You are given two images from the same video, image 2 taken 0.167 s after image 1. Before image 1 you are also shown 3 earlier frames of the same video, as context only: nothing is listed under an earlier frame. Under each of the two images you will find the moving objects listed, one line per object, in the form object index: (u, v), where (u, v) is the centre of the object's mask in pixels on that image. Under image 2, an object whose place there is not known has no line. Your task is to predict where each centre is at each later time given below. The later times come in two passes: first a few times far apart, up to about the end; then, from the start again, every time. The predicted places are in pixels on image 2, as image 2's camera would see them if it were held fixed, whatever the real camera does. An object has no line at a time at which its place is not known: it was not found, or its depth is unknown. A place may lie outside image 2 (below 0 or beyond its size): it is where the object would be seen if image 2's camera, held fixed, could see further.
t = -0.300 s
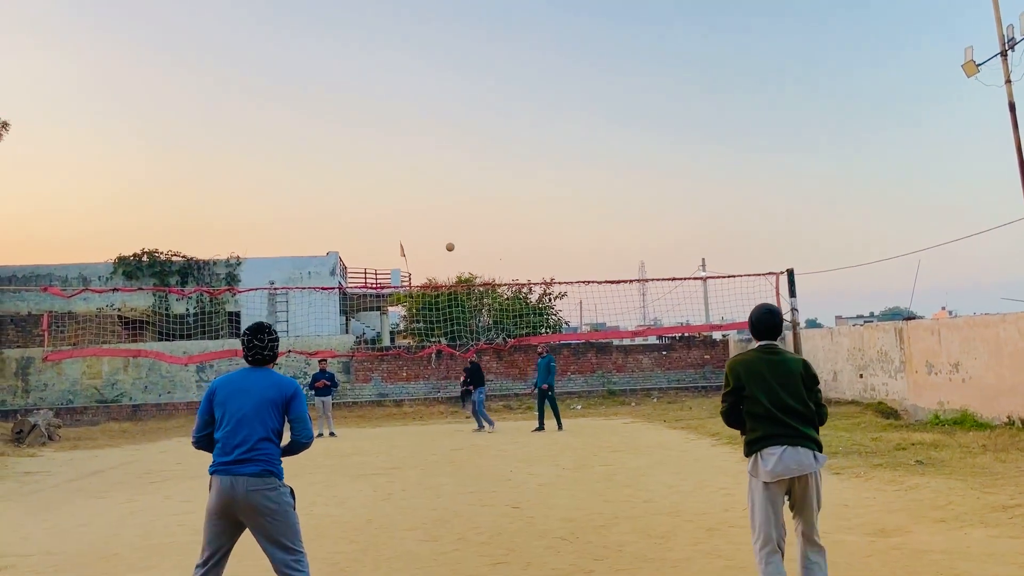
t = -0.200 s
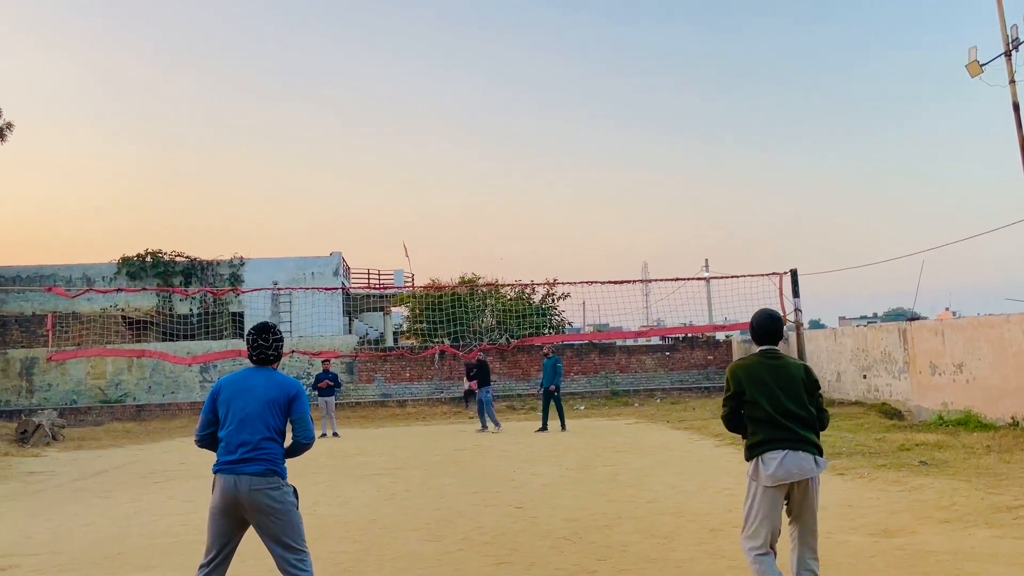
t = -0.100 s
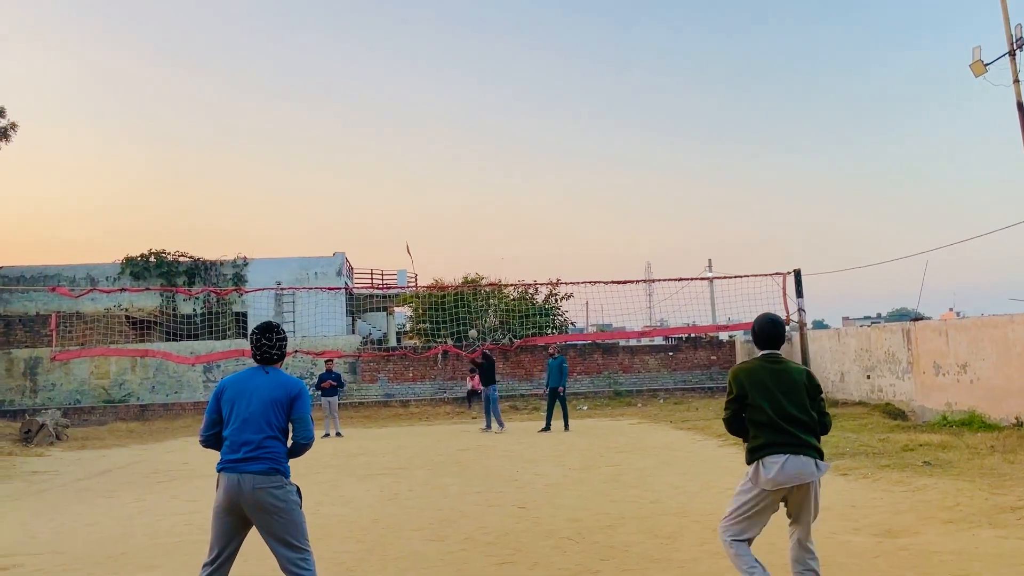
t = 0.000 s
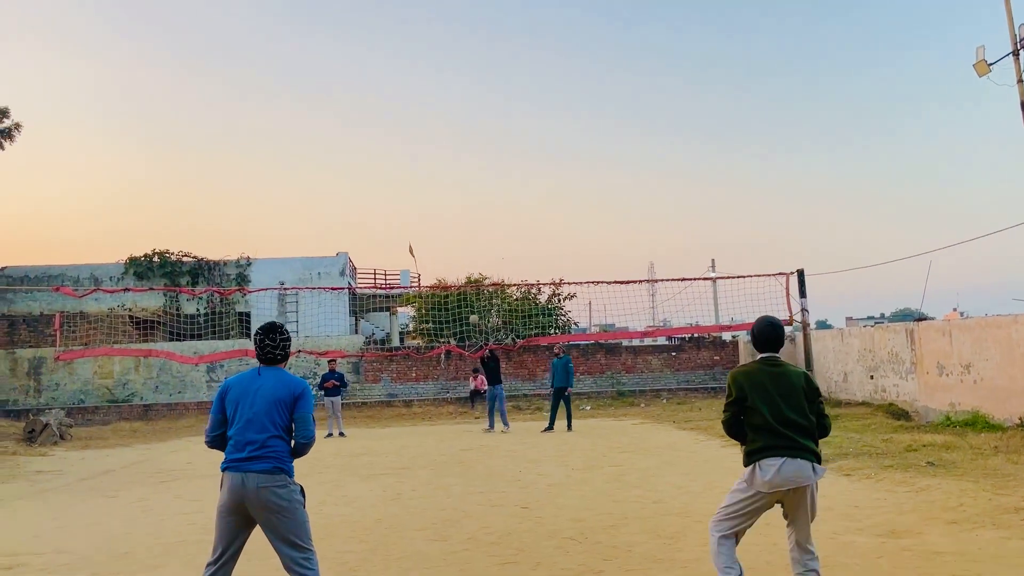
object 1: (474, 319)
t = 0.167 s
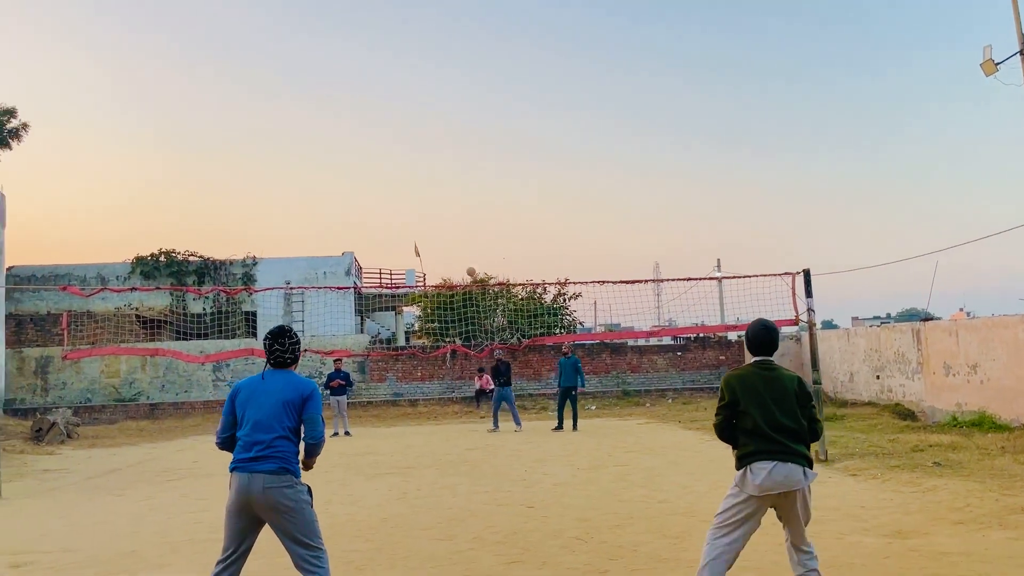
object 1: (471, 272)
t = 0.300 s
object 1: (463, 241)
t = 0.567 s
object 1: (445, 204)
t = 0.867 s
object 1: (415, 224)
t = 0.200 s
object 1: (469, 263)
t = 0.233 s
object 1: (467, 255)
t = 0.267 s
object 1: (465, 248)
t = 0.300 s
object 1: (463, 241)
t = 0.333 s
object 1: (461, 235)
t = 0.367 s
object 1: (459, 228)
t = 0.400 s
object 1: (457, 223)
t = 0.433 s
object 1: (455, 218)
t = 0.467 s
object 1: (452, 213)
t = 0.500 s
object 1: (450, 210)
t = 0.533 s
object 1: (447, 206)
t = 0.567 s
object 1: (445, 204)
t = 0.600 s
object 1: (442, 202)
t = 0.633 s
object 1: (439, 202)
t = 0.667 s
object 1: (436, 202)
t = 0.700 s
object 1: (433, 202)
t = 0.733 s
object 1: (430, 204)
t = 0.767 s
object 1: (426, 207)
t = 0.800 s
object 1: (423, 212)
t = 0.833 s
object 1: (419, 218)
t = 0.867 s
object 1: (415, 224)
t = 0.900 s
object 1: (411, 233)
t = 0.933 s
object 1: (407, 243)
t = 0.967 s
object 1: (402, 256)
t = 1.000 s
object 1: (397, 270)
